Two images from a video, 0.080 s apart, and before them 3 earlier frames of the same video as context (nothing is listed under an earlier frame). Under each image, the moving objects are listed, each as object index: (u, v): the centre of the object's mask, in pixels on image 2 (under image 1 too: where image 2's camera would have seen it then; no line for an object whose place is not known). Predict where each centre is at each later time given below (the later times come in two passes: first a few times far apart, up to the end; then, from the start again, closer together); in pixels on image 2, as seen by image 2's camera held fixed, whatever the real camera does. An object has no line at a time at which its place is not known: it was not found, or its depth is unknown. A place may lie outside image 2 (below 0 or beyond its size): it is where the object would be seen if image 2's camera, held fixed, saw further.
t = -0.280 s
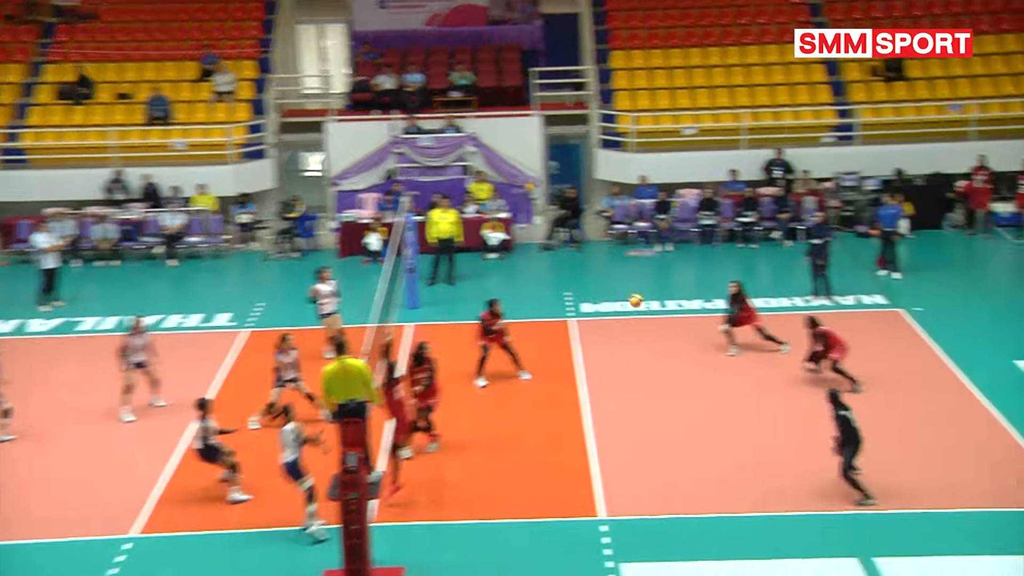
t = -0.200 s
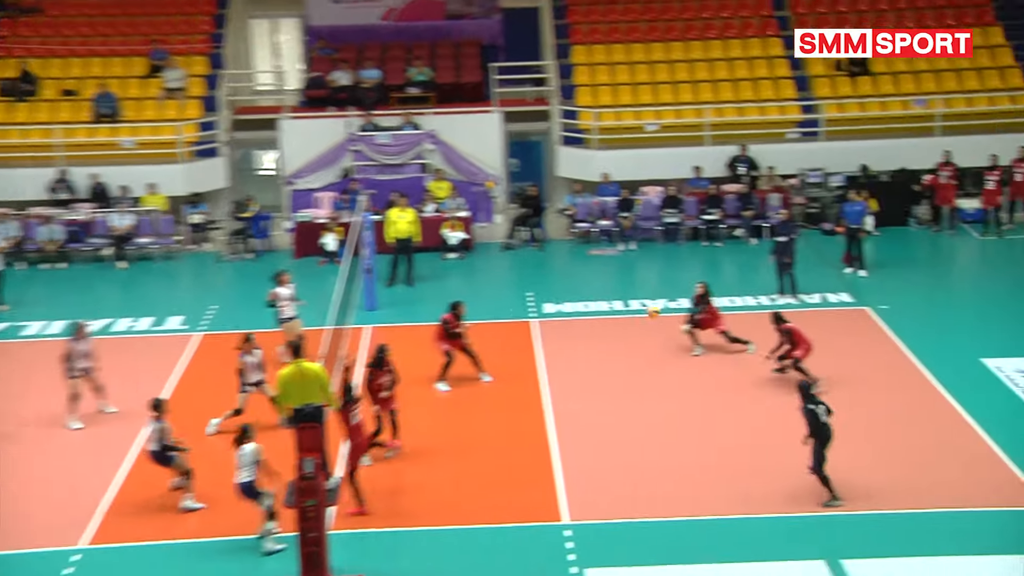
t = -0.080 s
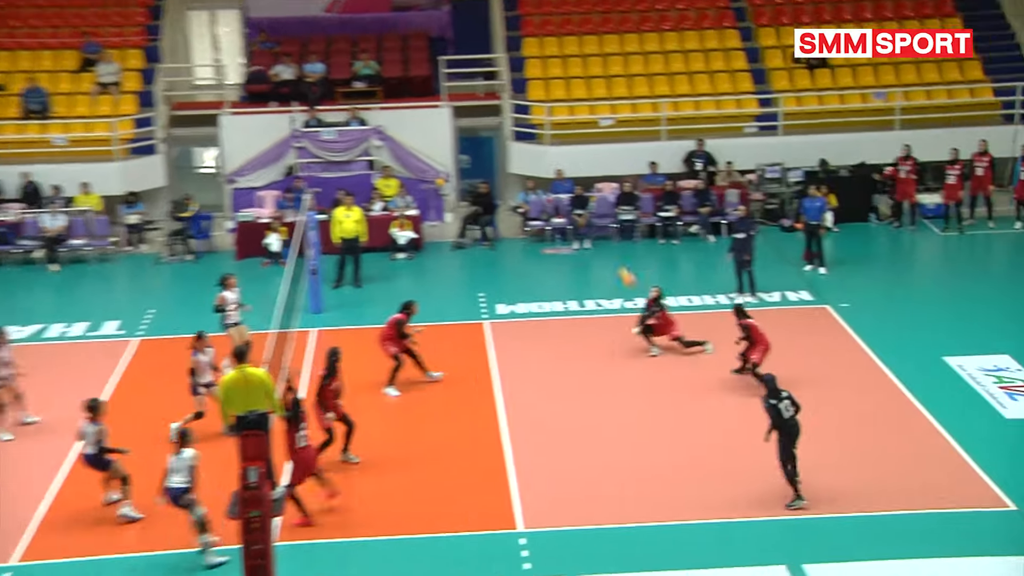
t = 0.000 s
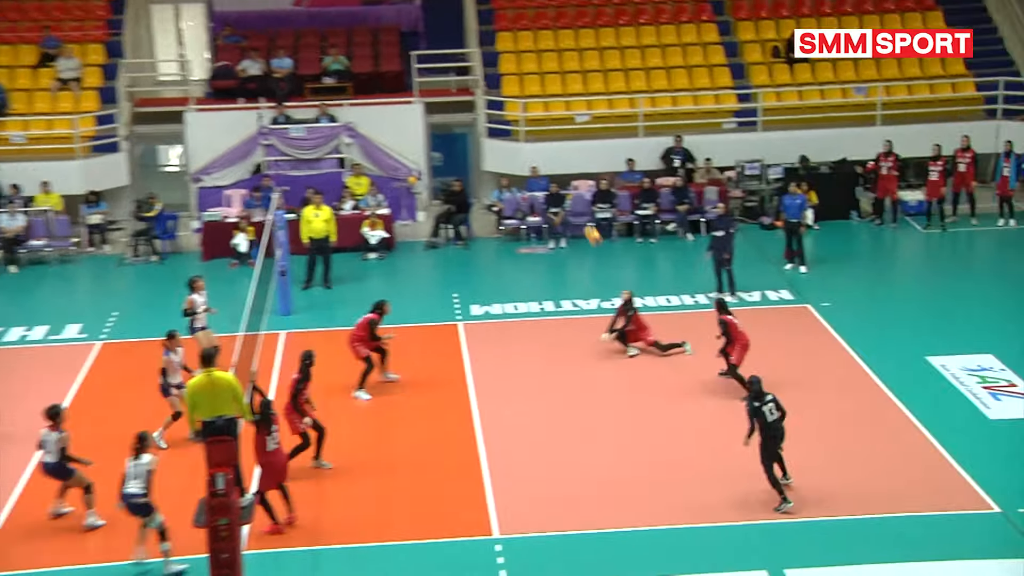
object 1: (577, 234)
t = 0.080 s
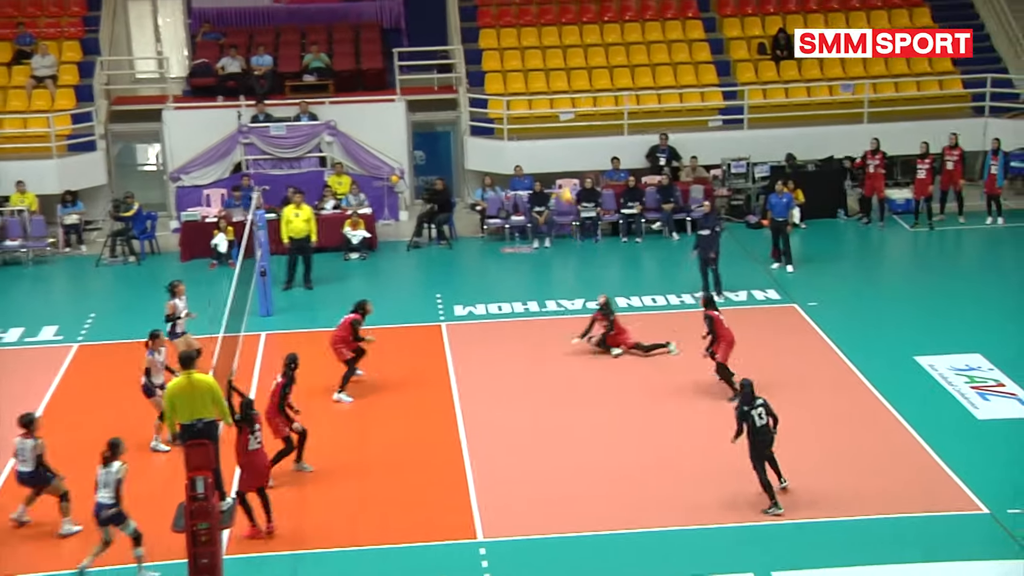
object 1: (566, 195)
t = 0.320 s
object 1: (536, 106)
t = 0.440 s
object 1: (522, 75)
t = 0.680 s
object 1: (498, 44)
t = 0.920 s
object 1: (476, 50)
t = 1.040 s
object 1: (465, 65)
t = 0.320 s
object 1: (536, 106)
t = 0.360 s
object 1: (531, 96)
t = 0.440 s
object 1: (522, 75)
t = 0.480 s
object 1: (518, 67)
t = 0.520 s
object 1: (515, 61)
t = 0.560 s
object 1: (510, 55)
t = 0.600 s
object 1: (505, 50)
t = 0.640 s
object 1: (501, 46)
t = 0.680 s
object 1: (498, 44)
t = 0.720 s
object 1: (494, 42)
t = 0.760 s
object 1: (490, 42)
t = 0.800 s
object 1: (486, 42)
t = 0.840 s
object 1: (482, 44)
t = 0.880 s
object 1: (479, 46)
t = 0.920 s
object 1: (476, 50)
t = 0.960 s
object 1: (472, 54)
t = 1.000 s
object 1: (469, 58)
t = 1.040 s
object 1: (465, 65)
